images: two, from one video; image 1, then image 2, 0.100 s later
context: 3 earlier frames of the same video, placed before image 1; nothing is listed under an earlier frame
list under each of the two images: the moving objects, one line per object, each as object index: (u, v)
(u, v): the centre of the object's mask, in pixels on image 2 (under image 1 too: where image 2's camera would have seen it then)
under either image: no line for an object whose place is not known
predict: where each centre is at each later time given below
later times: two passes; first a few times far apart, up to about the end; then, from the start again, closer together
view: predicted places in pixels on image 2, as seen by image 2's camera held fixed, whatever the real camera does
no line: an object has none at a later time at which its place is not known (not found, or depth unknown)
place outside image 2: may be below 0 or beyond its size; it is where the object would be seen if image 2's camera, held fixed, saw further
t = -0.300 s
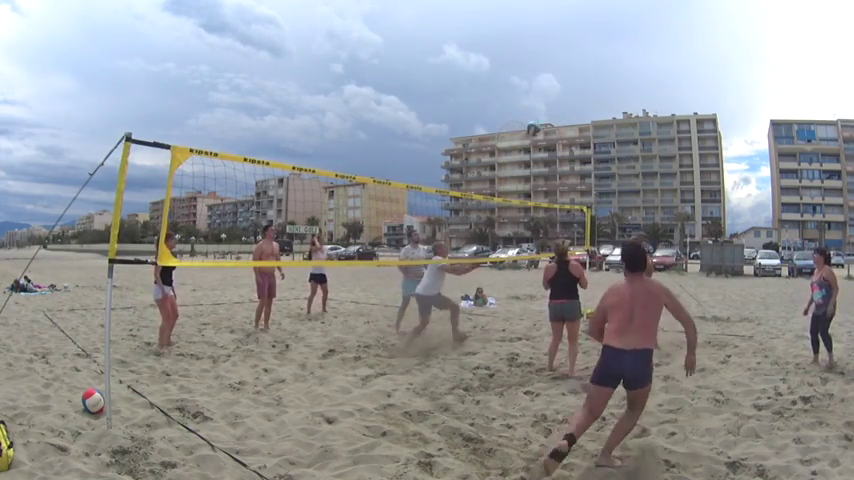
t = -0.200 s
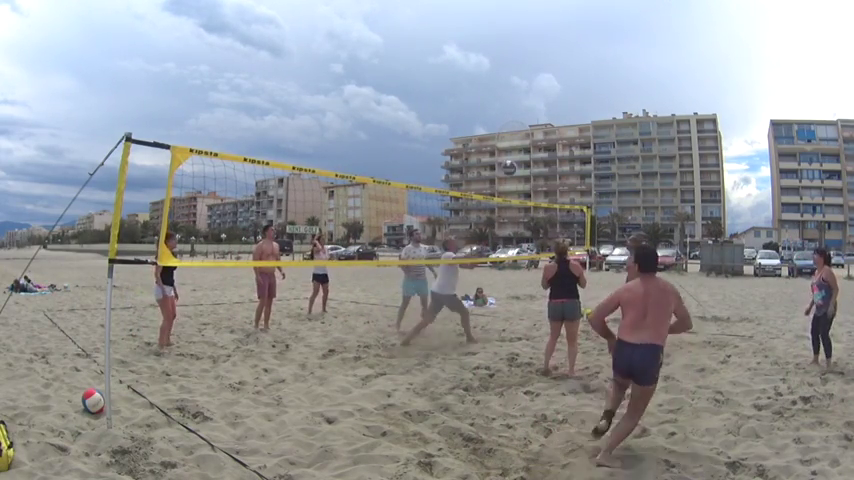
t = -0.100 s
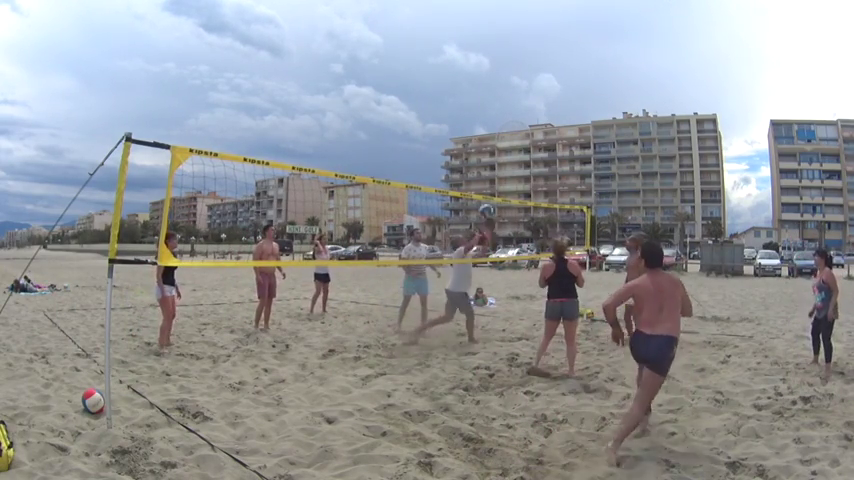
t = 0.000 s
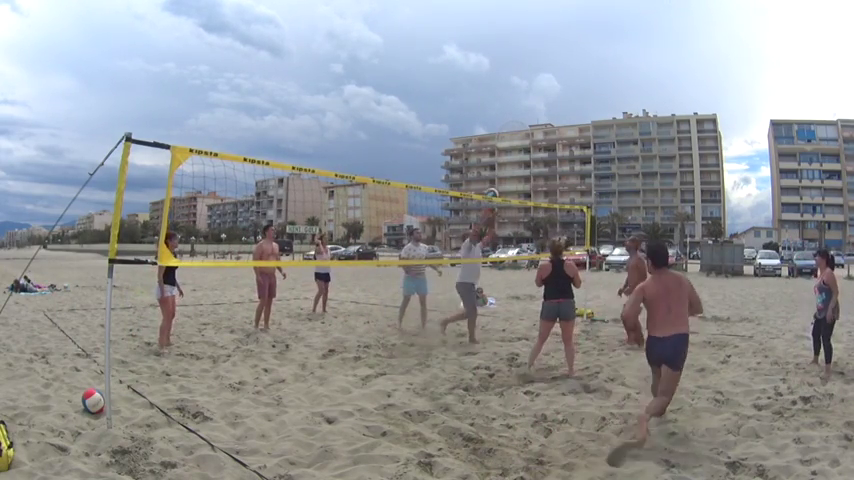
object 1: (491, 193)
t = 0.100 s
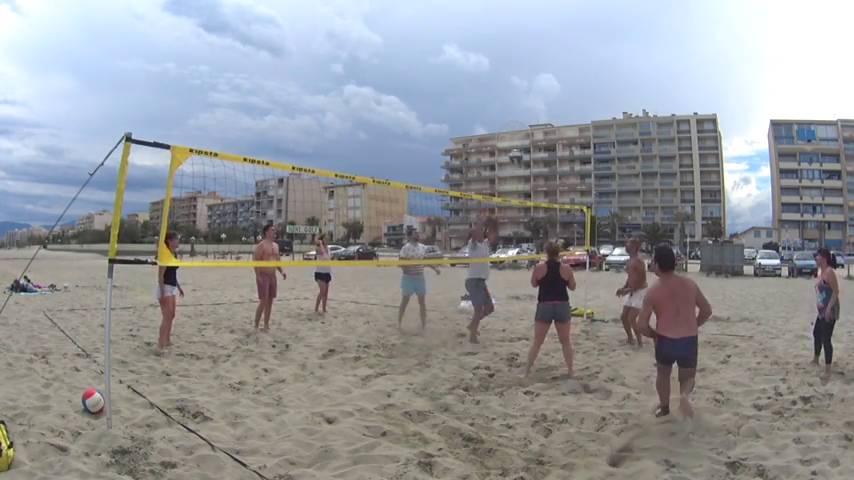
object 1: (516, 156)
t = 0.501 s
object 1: (614, 66)
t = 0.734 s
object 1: (676, 60)
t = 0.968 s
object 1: (743, 93)
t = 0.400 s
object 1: (589, 79)
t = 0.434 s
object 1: (598, 74)
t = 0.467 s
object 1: (606, 70)
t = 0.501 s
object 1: (614, 66)
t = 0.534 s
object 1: (623, 63)
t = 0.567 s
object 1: (632, 61)
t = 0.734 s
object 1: (676, 60)
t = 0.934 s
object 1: (733, 85)
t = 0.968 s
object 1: (743, 93)
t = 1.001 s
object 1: (752, 101)
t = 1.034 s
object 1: (762, 110)
